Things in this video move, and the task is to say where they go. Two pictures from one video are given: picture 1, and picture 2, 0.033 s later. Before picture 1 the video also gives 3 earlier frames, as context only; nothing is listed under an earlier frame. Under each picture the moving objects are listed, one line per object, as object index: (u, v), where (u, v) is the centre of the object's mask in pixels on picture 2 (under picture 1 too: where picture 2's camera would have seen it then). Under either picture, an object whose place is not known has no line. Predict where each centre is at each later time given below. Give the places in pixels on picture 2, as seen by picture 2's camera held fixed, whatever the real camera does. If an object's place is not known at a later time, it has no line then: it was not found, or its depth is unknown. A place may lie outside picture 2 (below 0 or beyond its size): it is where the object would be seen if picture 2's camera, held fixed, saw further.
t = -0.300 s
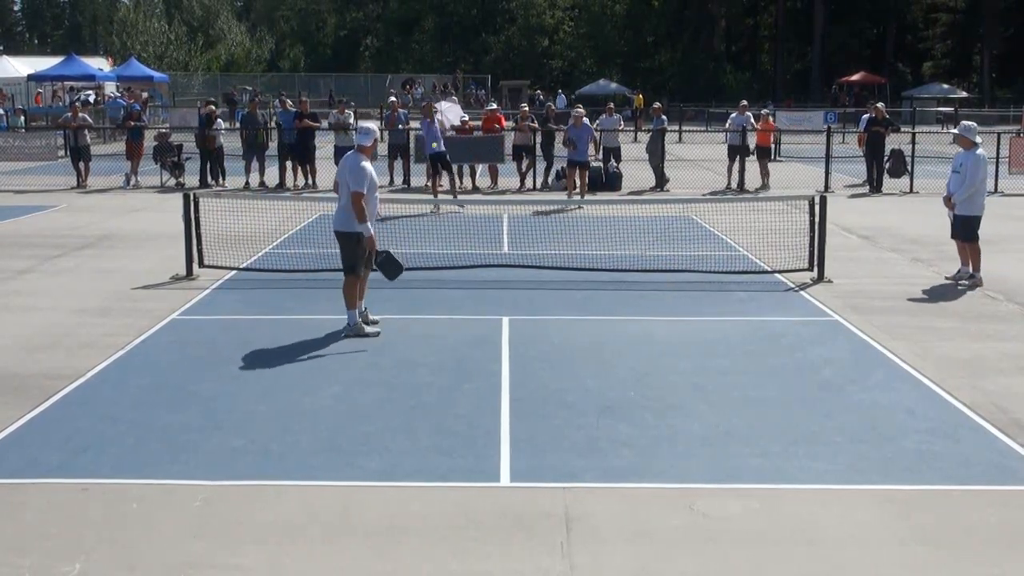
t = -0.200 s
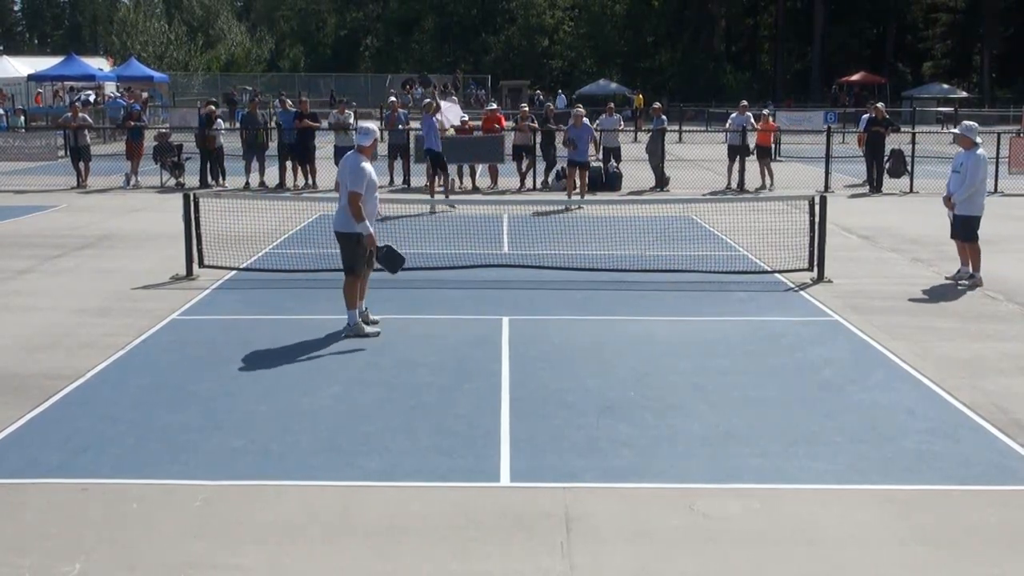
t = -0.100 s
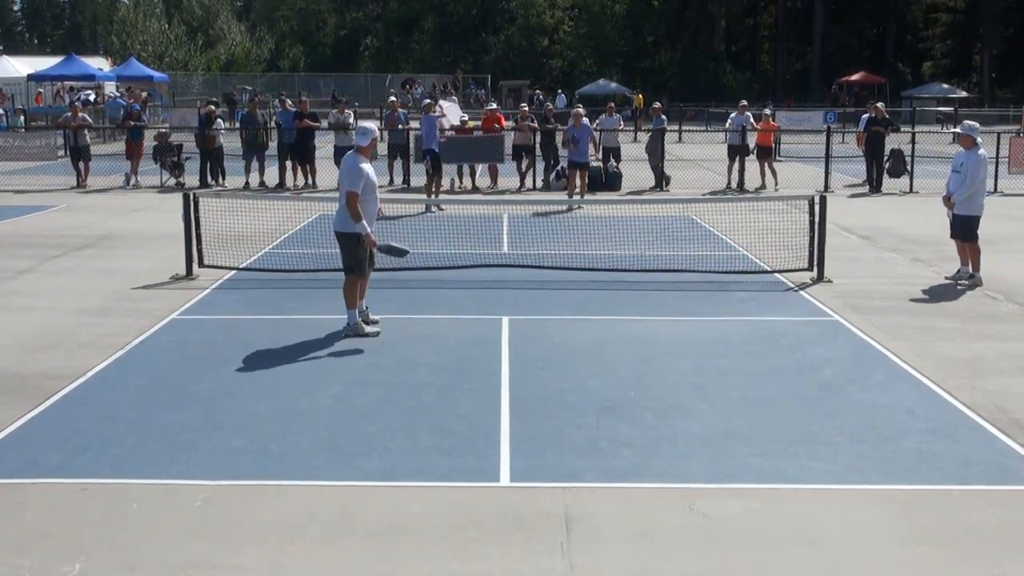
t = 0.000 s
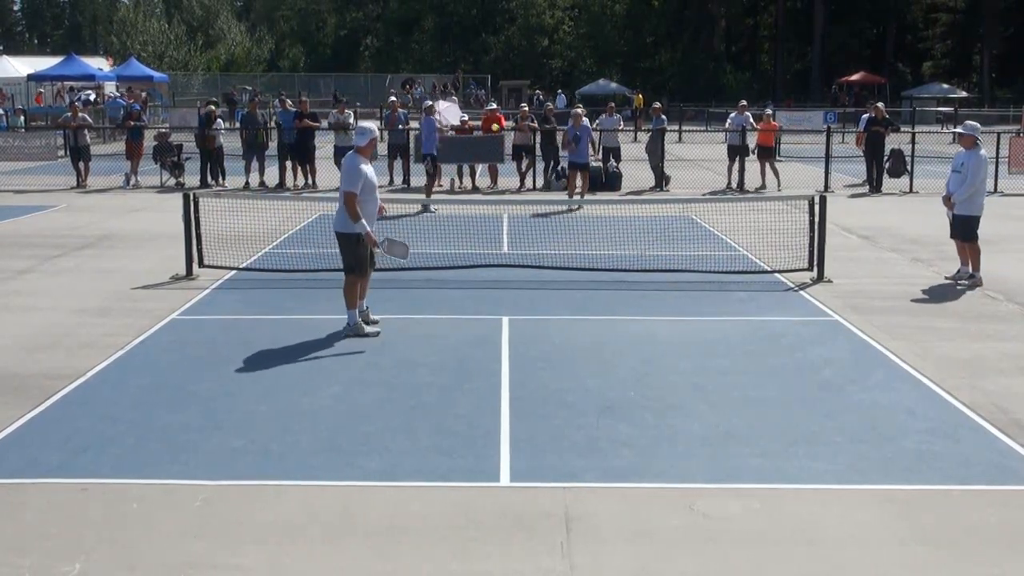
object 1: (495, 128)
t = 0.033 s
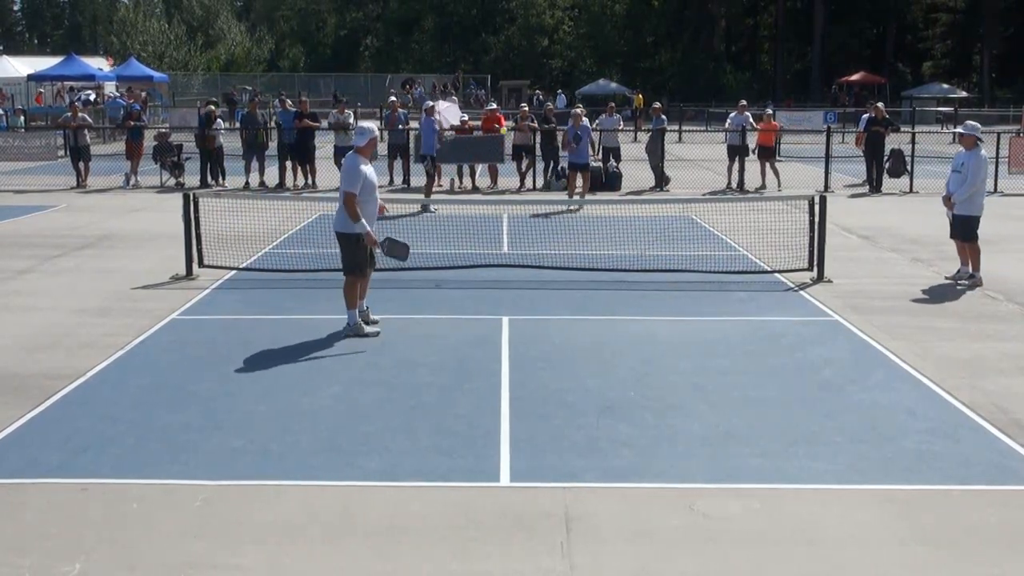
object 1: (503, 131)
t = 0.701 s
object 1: (803, 332)
